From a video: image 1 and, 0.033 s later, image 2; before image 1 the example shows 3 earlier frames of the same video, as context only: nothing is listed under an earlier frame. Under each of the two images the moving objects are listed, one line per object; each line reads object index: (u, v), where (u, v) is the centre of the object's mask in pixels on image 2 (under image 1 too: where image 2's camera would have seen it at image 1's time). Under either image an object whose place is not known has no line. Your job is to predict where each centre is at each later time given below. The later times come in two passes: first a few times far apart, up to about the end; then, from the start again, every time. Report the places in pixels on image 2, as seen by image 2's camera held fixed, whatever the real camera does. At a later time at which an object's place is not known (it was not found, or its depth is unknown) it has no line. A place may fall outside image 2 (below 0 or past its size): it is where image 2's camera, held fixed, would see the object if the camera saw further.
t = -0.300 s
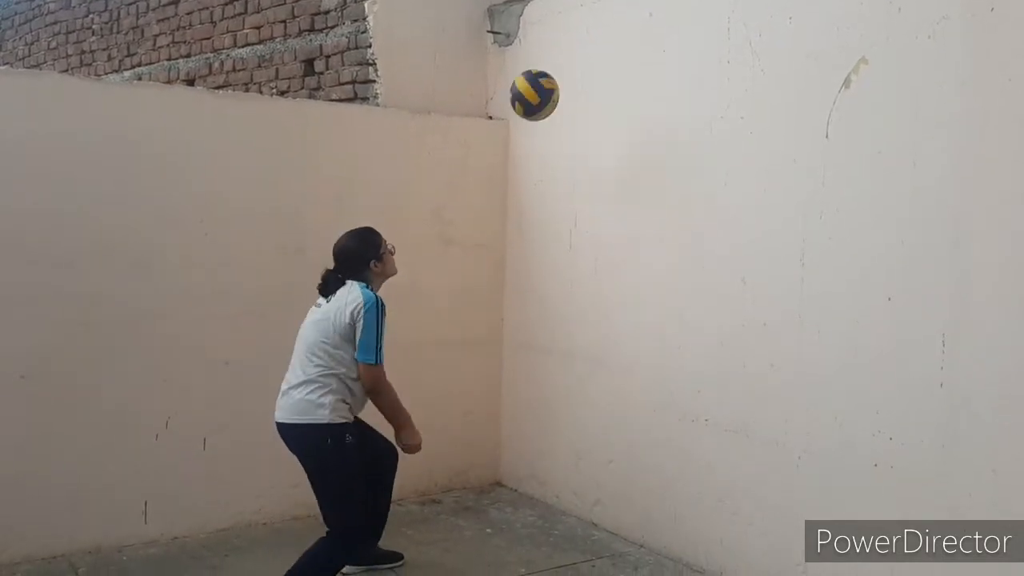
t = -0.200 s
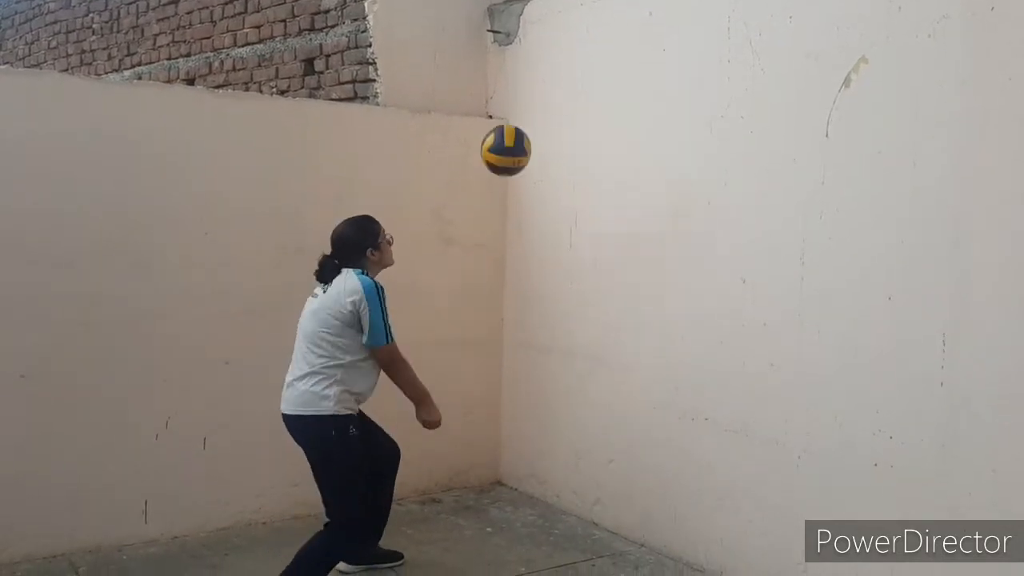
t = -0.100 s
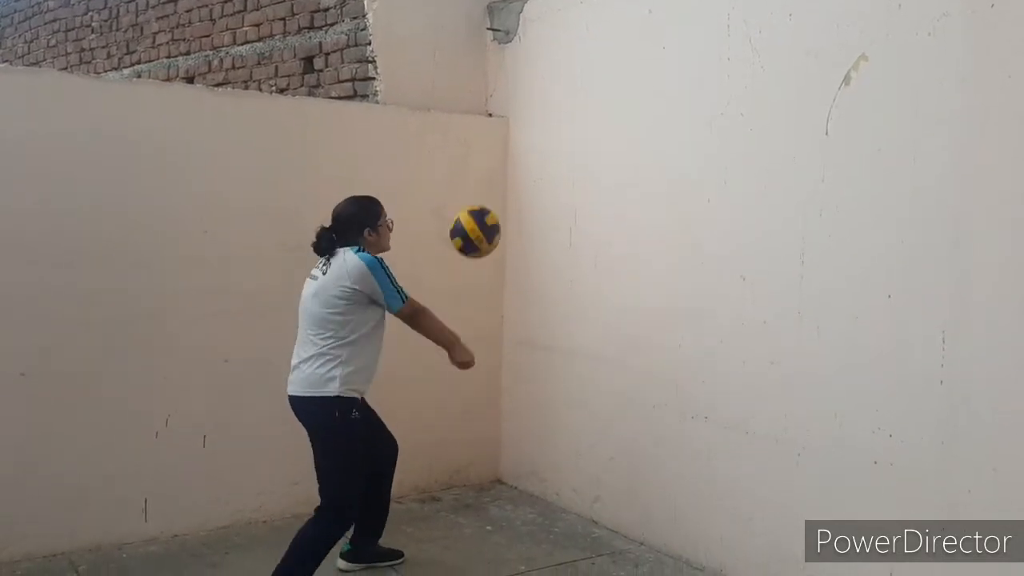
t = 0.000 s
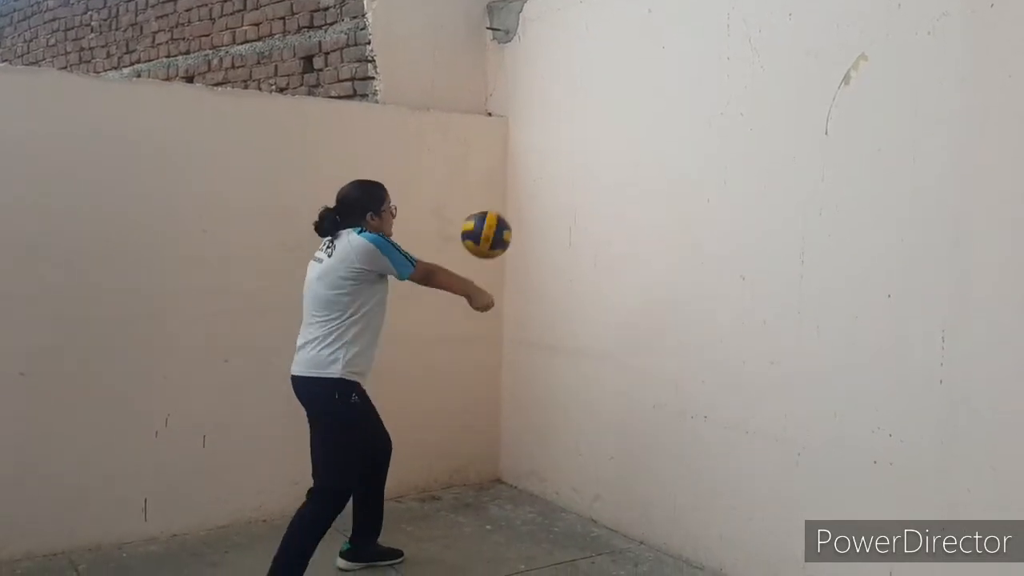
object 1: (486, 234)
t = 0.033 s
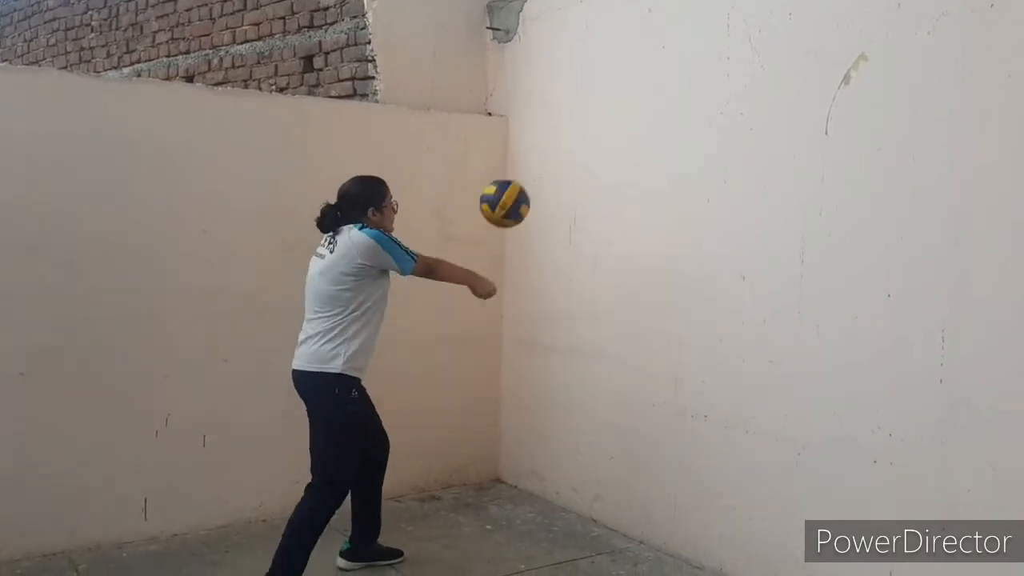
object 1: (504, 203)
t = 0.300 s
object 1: (622, 59)
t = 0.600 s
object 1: (525, 97)
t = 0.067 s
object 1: (523, 175)
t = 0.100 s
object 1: (541, 150)
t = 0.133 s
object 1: (558, 128)
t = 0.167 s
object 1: (576, 109)
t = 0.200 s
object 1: (593, 92)
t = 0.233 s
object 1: (610, 78)
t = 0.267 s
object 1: (628, 68)
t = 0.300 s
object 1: (622, 59)
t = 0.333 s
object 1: (612, 53)
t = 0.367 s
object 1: (602, 49)
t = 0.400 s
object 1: (592, 47)
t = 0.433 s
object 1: (581, 49)
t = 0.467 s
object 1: (571, 53)
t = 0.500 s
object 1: (560, 60)
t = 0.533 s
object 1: (548, 69)
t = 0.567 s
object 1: (537, 82)
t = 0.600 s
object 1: (525, 97)
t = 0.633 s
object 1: (514, 115)
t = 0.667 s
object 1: (502, 136)
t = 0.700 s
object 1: (490, 161)
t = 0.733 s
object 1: (478, 188)
